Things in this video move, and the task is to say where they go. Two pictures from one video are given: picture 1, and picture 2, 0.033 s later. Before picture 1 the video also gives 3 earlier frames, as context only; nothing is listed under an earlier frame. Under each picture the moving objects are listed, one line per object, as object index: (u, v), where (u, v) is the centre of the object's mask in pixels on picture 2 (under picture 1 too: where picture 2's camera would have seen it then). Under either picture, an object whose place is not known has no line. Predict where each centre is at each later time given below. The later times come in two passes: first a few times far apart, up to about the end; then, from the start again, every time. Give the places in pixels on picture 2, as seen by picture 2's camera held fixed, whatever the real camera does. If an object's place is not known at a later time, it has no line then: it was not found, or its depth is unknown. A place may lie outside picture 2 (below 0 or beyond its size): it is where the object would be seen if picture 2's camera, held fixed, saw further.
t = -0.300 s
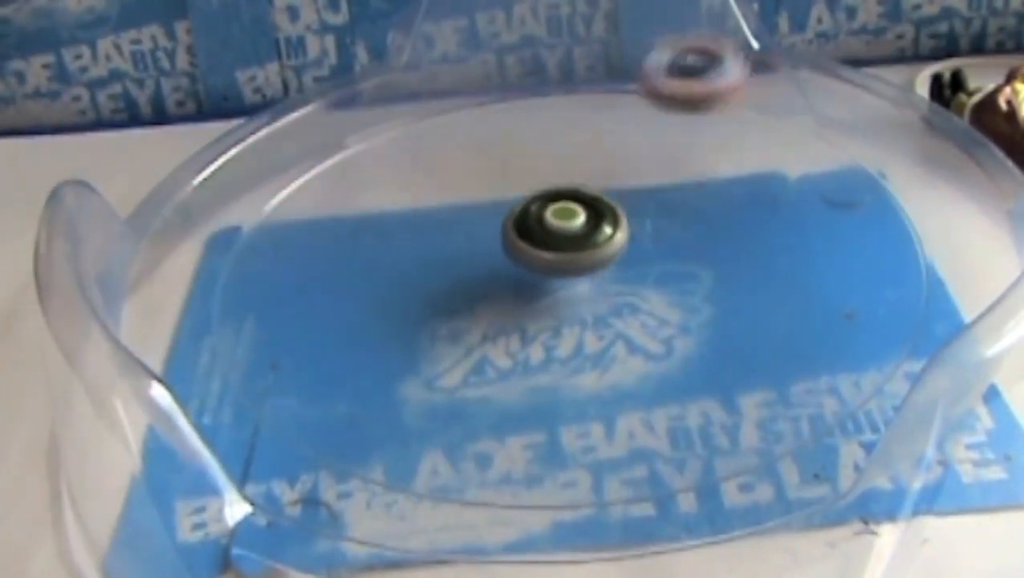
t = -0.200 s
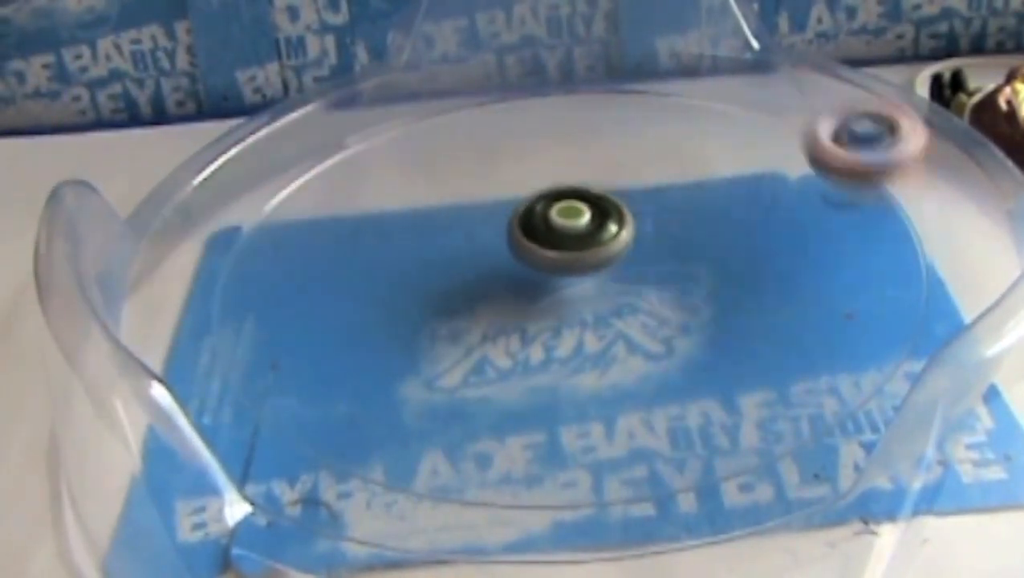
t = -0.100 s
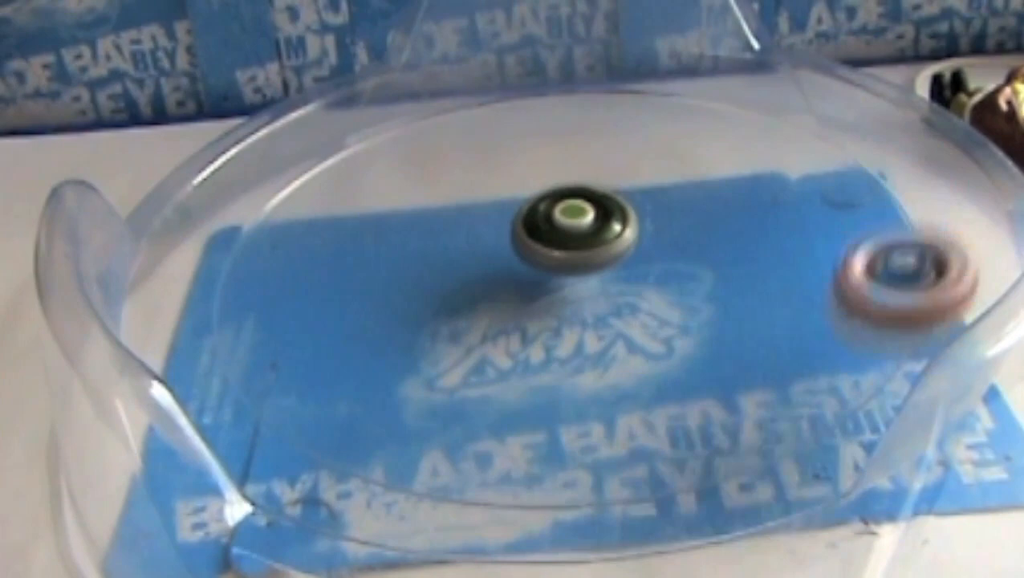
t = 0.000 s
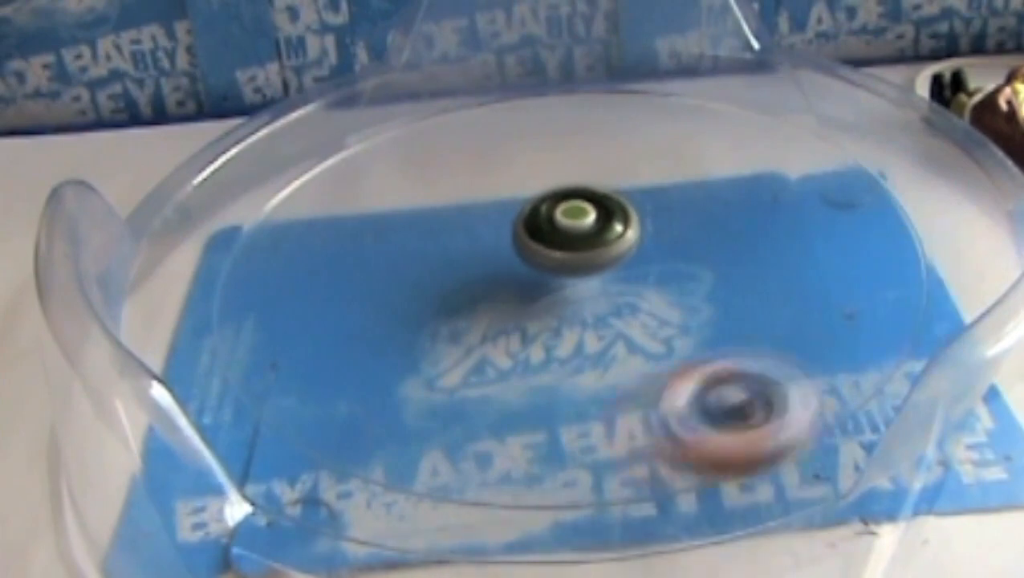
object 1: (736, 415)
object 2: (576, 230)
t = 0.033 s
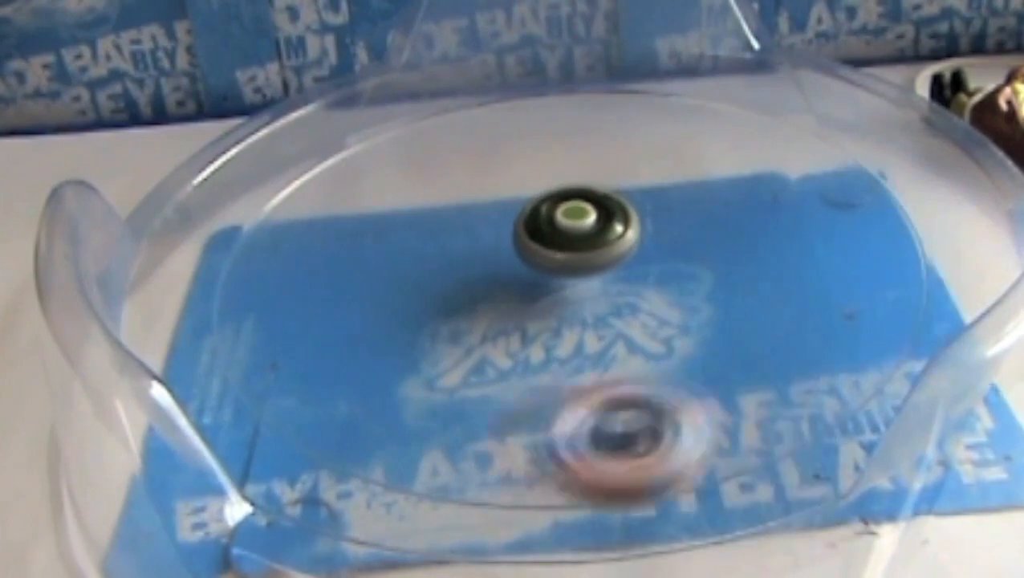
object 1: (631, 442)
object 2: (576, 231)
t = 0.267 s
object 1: (249, 199)
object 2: (581, 235)
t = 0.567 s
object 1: (814, 112)
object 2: (599, 240)
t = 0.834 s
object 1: (651, 438)
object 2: (606, 245)
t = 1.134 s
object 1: (329, 129)
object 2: (608, 254)
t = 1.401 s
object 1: (802, 110)
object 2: (612, 262)
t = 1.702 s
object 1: (558, 447)
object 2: (610, 273)
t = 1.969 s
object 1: (298, 153)
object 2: (606, 282)
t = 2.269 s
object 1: (808, 112)
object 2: (595, 286)
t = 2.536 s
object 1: (655, 436)
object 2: (583, 294)
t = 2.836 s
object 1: (282, 165)
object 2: (568, 291)
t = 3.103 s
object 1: (730, 76)
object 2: (541, 292)
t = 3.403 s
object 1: (730, 415)
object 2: (534, 294)
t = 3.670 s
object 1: (221, 256)
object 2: (524, 284)
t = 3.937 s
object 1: (584, 67)
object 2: (505, 280)
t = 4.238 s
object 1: (901, 300)
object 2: (505, 278)
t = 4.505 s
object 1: (287, 383)
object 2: (517, 268)
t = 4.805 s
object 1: (444, 85)
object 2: (517, 251)
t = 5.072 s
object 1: (871, 147)
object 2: (516, 246)
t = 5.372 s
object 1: (550, 447)
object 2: (533, 243)
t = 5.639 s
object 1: (248, 198)
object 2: (546, 233)
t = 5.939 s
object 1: (696, 70)
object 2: (548, 233)
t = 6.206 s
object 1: (888, 306)
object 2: (565, 239)
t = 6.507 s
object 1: (264, 364)
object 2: (585, 238)
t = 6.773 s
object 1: (388, 103)
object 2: (585, 240)
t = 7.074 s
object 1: (829, 134)
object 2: (589, 253)
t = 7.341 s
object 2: (603, 260)
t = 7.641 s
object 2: (600, 262)
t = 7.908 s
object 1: (506, 79)
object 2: (589, 272)
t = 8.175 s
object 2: (584, 285)
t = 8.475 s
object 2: (583, 285)
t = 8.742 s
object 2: (560, 286)
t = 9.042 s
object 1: (572, 68)
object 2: (547, 291)
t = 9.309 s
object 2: (538, 290)
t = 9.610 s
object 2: (527, 287)
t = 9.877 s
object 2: (512, 283)
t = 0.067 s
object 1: (512, 452)
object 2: (576, 231)
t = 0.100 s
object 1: (402, 435)
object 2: (577, 232)
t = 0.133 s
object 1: (309, 401)
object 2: (577, 233)
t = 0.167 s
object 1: (251, 356)
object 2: (577, 234)
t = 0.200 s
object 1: (222, 302)
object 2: (579, 234)
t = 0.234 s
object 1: (223, 247)
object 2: (580, 235)
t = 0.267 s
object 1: (249, 199)
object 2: (581, 235)
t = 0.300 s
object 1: (291, 156)
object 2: (583, 236)
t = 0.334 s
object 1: (352, 121)
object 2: (585, 237)
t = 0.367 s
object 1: (417, 94)
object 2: (587, 238)
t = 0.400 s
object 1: (490, 76)
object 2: (589, 239)
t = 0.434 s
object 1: (561, 69)
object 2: (591, 239)
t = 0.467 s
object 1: (632, 66)
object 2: (593, 240)
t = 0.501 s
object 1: (696, 73)
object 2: (596, 240)
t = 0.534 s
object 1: (759, 90)
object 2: (598, 240)
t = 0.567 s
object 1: (814, 112)
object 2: (599, 240)
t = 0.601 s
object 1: (860, 144)
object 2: (600, 241)
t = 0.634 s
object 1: (896, 179)
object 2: (602, 241)
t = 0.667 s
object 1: (916, 218)
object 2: (603, 242)
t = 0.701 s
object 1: (918, 265)
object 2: (604, 242)
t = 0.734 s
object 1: (890, 316)
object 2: (605, 243)
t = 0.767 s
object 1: (839, 367)
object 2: (605, 244)
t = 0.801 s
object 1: (759, 409)
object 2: (606, 245)
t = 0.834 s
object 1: (651, 438)
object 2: (606, 245)
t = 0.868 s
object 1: (532, 448)
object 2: (607, 246)
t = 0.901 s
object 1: (414, 437)
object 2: (608, 247)
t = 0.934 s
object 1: (319, 405)
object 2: (607, 248)
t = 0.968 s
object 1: (259, 361)
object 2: (608, 249)
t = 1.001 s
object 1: (228, 309)
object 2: (608, 250)
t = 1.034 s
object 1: (222, 255)
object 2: (608, 251)
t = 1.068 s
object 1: (241, 210)
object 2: (608, 251)
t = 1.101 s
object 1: (281, 168)
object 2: (608, 253)
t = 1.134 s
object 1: (329, 129)
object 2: (608, 254)
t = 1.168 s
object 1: (386, 105)
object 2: (609, 256)
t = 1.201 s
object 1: (448, 85)
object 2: (610, 256)
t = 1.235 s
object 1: (512, 74)
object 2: (611, 257)
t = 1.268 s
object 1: (576, 68)
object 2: (612, 258)
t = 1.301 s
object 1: (638, 68)
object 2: (612, 259)
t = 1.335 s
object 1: (697, 75)
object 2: (612, 260)
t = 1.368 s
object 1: (751, 90)
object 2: (613, 261)
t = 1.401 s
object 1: (802, 110)
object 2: (612, 262)
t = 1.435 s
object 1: (846, 142)
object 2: (612, 263)
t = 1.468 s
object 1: (883, 176)
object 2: (612, 264)
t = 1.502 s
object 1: (906, 215)
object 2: (612, 265)
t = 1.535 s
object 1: (914, 261)
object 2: (611, 266)
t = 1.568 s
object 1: (899, 307)
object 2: (611, 267)
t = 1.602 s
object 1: (849, 356)
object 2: (611, 269)
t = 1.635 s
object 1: (776, 400)
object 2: (610, 270)
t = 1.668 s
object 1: (674, 432)
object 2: (610, 271)
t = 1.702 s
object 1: (558, 447)
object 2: (610, 273)
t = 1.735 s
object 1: (445, 440)
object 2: (609, 274)
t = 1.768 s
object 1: (348, 413)
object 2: (608, 275)
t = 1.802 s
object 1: (276, 372)
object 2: (608, 277)
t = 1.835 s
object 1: (236, 326)
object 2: (607, 279)
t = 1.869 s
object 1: (223, 275)
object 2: (606, 279)
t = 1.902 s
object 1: (233, 228)
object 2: (606, 280)
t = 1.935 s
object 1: (259, 188)
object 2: (606, 281)
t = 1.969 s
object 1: (298, 153)
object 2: (606, 282)
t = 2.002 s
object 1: (347, 121)
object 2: (606, 282)
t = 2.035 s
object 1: (401, 98)
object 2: (605, 283)
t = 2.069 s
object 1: (457, 82)
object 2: (605, 283)
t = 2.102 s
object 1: (519, 73)
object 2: (603, 283)
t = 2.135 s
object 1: (581, 67)
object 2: (602, 284)
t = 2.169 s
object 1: (639, 68)
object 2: (601, 284)
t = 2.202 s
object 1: (698, 73)
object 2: (599, 285)
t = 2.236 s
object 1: (756, 89)
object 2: (597, 285)
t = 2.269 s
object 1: (808, 112)
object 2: (595, 286)
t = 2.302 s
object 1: (857, 141)
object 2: (593, 287)
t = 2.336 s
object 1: (897, 171)
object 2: (591, 288)
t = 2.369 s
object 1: (917, 215)
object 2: (589, 289)
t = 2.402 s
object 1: (917, 263)
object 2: (588, 290)
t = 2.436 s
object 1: (891, 314)
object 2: (586, 292)
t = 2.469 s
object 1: (841, 364)
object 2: (585, 293)
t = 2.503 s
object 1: (759, 405)
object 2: (584, 293)
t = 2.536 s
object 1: (655, 436)
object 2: (583, 294)
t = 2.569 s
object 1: (539, 447)
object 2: (583, 294)
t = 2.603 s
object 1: (436, 434)
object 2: (582, 294)
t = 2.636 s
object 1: (333, 403)
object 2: (582, 295)
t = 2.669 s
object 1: (271, 364)
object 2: (581, 294)
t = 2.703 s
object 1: (238, 327)
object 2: (578, 294)
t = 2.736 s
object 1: (222, 282)
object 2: (576, 293)
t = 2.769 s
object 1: (228, 238)
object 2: (574, 292)
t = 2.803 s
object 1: (248, 199)
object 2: (571, 292)
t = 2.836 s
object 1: (282, 165)
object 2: (568, 291)
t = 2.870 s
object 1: (323, 134)
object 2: (564, 291)
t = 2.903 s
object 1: (374, 110)
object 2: (560, 291)
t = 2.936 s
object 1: (429, 91)
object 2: (557, 291)
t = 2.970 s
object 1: (489, 79)
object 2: (553, 291)
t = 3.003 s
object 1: (551, 70)
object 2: (550, 291)
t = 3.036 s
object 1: (611, 66)
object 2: (546, 292)
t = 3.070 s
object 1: (672, 67)
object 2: (543, 292)
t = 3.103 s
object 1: (730, 76)
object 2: (541, 292)
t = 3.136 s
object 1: (785, 92)
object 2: (538, 292)
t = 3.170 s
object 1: (836, 122)
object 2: (537, 293)
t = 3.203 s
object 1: (879, 154)
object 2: (536, 294)
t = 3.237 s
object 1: (908, 196)
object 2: (535, 294)
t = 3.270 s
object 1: (918, 238)
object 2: (534, 295)
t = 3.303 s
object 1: (909, 289)
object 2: (534, 295)
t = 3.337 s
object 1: (870, 336)
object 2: (534, 295)
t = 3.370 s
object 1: (816, 380)
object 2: (534, 295)
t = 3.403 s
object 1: (730, 415)
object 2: (534, 294)
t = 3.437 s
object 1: (634, 439)
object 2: (533, 294)
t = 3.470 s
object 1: (525, 445)
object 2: (532, 292)
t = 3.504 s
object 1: (419, 433)
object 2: (532, 291)
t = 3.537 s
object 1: (341, 408)
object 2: (531, 289)
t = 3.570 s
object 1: (279, 376)
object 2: (530, 288)
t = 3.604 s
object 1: (247, 340)
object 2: (529, 286)
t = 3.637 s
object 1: (226, 299)
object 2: (526, 286)
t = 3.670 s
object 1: (221, 256)
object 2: (524, 284)
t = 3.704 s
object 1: (235, 217)
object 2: (521, 283)
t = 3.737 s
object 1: (262, 180)
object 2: (518, 283)
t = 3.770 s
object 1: (299, 150)
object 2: (515, 282)
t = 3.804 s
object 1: (347, 120)
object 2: (512, 281)
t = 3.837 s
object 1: (402, 98)
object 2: (510, 281)
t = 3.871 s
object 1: (461, 82)
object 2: (508, 281)
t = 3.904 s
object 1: (521, 71)
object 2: (506, 280)
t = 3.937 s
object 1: (584, 67)
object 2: (505, 280)
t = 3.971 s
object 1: (647, 65)
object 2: (504, 280)
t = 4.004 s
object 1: (704, 70)
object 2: (503, 280)
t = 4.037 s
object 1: (763, 86)
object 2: (502, 280)
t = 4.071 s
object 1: (813, 109)
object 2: (501, 280)
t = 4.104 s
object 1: (858, 136)
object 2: (501, 280)
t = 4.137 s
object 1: (892, 172)
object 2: (501, 279)
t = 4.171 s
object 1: (913, 209)
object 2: (502, 279)
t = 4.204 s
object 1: (918, 254)
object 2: (504, 278)
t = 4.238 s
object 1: (901, 300)
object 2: (505, 278)
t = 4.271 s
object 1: (861, 344)
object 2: (507, 277)
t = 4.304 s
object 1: (806, 383)
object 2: (509, 276)
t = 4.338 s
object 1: (730, 416)
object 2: (510, 274)
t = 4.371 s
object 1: (639, 438)
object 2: (512, 274)
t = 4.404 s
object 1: (538, 447)
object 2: (514, 272)
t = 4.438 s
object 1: (446, 439)
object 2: (515, 271)
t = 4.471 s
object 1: (359, 418)
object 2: (516, 269)
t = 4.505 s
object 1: (287, 383)
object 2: (517, 268)
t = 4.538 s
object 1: (249, 349)
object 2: (517, 266)
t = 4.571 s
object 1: (225, 309)
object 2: (518, 264)
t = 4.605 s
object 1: (218, 264)
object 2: (518, 262)
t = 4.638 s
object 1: (229, 227)
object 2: (518, 260)
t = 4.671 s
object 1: (252, 189)
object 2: (519, 258)
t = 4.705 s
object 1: (289, 157)
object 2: (519, 256)
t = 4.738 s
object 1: (336, 126)
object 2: (519, 255)
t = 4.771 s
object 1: (388, 102)
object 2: (518, 253)
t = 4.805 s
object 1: (444, 85)
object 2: (517, 251)
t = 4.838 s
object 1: (505, 73)
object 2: (517, 250)
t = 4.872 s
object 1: (564, 69)
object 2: (516, 249)
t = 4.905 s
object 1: (623, 66)
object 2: (515, 248)
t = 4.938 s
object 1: (683, 68)
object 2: (514, 247)
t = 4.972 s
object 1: (734, 83)
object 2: (515, 246)
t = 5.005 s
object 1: (785, 96)
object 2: (515, 246)
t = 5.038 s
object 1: (833, 120)
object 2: (516, 246)
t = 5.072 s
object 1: (871, 147)
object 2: (516, 246)
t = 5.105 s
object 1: (900, 179)
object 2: (517, 246)
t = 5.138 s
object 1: (915, 216)
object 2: (518, 246)
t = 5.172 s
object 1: (917, 258)
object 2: (520, 245)
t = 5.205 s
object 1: (899, 303)
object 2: (522, 245)
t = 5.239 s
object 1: (860, 345)
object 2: (525, 245)
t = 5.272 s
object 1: (808, 381)
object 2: (526, 244)
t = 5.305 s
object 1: (737, 414)
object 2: (529, 245)
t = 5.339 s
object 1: (645, 436)
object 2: (531, 244)
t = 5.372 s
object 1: (550, 447)
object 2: (533, 243)
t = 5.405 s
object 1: (457, 442)
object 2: (536, 243)
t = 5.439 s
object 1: (359, 418)
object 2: (538, 242)
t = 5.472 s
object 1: (296, 387)
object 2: (539, 240)
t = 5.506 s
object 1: (252, 353)
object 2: (541, 239)
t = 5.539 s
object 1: (227, 317)
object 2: (542, 238)
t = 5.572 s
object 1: (222, 274)
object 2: (544, 236)
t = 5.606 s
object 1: (225, 235)
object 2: (545, 235)
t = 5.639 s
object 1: (248, 198)
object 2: (546, 233)
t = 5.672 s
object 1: (280, 166)
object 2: (547, 233)
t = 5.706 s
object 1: (324, 136)
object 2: (546, 233)
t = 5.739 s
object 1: (373, 110)
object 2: (546, 232)
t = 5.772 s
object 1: (420, 90)
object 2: (546, 232)
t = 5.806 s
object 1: (478, 81)
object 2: (546, 232)
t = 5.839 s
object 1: (534, 72)
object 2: (546, 232)
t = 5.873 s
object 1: (590, 66)
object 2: (547, 232)
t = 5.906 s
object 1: (643, 66)
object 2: (547, 233)
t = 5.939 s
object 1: (696, 70)
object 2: (548, 233)
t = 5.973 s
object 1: (748, 85)
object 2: (548, 234)
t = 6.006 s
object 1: (795, 102)
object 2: (549, 235)
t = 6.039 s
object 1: (838, 128)
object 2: (551, 235)
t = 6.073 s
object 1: (871, 154)
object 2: (553, 236)
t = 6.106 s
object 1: (897, 187)
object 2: (556, 237)
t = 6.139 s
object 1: (907, 223)
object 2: (559, 238)
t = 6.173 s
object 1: (906, 264)
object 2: (562, 239)
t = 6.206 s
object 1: (888, 306)
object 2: (565, 239)
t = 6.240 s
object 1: (854, 346)
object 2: (568, 240)
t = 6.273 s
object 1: (803, 382)
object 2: (571, 240)
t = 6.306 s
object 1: (733, 413)
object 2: (574, 240)
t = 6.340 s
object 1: (652, 437)
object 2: (577, 240)
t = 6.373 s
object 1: (560, 447)
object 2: (580, 240)
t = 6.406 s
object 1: (466, 443)
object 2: (582, 239)
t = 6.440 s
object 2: (583, 239)
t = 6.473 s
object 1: (307, 393)
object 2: (585, 238)
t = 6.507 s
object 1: (264, 364)
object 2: (585, 238)
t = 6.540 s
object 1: (231, 325)
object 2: (586, 238)
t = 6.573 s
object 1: (225, 285)
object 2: (586, 238)
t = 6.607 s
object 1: (227, 245)
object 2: (587, 237)
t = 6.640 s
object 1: (239, 209)
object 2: (587, 238)
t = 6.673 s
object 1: (268, 178)
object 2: (587, 238)
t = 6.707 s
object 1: (302, 147)
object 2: (586, 239)
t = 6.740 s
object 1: (342, 123)
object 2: (586, 239)
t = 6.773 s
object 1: (388, 103)
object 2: (585, 240)
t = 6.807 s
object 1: (441, 87)
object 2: (584, 241)
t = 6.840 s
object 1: (492, 76)
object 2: (583, 242)
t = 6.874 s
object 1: (542, 69)
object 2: (583, 243)
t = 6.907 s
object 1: (596, 66)
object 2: (583, 245)
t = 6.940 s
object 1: (648, 69)
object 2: (584, 247)
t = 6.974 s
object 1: (696, 75)
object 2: (584, 249)
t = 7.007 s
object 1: (744, 91)
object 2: (586, 250)
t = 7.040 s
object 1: (790, 111)
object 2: (587, 252)
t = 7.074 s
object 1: (829, 134)
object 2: (589, 253)
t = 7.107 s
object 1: (861, 162)
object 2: (590, 254)
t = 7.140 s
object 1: (886, 194)
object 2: (593, 256)
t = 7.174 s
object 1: (898, 233)
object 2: (595, 257)
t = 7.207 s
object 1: (897, 272)
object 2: (597, 258)
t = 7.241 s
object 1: (880, 312)
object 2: (598, 259)
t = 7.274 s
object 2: (600, 260)
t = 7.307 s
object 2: (601, 260)
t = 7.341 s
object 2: (603, 260)
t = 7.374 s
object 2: (604, 261)
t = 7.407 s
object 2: (605, 261)
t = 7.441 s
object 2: (605, 261)
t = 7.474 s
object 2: (606, 261)
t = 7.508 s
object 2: (606, 261)
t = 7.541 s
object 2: (605, 262)
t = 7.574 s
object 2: (604, 262)
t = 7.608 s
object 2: (602, 262)
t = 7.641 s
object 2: (600, 262)
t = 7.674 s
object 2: (600, 262)
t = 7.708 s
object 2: (599, 264)
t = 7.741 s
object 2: (597, 265)
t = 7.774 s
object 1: (321, 138)
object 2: (596, 266)
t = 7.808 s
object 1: (362, 117)
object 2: (594, 267)
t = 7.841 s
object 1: (407, 100)
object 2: (592, 269)
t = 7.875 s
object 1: (455, 86)
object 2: (590, 270)
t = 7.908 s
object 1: (506, 79)
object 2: (589, 272)
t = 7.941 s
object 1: (555, 73)
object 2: (588, 273)
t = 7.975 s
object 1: (606, 72)
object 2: (587, 275)
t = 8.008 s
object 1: (659, 75)
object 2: (586, 277)
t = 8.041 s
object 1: (708, 86)
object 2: (586, 279)
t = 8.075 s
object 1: (754, 99)
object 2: (585, 281)
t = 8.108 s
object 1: (795, 119)
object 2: (585, 283)
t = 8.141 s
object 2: (584, 284)
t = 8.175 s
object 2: (584, 285)
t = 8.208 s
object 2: (585, 286)
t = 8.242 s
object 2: (585, 286)
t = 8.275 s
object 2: (585, 287)
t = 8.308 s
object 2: (586, 287)
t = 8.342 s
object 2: (586, 287)
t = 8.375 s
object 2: (586, 287)
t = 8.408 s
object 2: (585, 286)
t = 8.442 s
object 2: (584, 286)
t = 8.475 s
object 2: (583, 285)
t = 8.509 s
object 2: (582, 285)
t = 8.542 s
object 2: (580, 285)
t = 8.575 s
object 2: (577, 285)
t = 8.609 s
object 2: (574, 285)
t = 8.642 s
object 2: (570, 285)
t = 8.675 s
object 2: (566, 285)
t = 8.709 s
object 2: (563, 285)
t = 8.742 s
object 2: (560, 286)
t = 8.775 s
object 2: (557, 286)
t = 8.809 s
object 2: (556, 287)
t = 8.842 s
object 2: (554, 288)
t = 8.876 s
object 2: (553, 289)
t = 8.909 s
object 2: (552, 290)
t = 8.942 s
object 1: (420, 94)
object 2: (550, 290)
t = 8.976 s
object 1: (470, 82)
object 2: (549, 291)
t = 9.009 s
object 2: (548, 291)
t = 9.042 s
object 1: (572, 68)
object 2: (547, 291)
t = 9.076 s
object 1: (621, 66)
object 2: (546, 291)
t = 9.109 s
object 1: (671, 70)
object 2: (545, 290)
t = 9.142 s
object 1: (717, 81)
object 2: (544, 290)
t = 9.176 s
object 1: (763, 93)
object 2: (543, 290)
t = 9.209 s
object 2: (541, 290)
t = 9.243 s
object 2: (540, 290)
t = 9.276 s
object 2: (539, 290)
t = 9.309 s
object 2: (538, 290)
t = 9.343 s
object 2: (538, 290)
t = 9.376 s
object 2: (537, 290)
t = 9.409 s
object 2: (536, 290)
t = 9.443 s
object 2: (535, 290)
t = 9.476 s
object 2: (534, 289)
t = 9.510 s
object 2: (533, 289)
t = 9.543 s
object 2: (531, 288)
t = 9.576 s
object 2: (530, 288)
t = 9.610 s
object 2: (527, 287)
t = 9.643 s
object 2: (525, 286)
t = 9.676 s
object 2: (522, 286)
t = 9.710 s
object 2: (520, 285)
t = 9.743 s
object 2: (517, 285)
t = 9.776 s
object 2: (515, 285)
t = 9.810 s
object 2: (513, 284)
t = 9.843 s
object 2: (512, 284)
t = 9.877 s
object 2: (512, 283)
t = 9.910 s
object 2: (512, 283)
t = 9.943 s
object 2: (512, 282)
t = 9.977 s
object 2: (513, 281)
